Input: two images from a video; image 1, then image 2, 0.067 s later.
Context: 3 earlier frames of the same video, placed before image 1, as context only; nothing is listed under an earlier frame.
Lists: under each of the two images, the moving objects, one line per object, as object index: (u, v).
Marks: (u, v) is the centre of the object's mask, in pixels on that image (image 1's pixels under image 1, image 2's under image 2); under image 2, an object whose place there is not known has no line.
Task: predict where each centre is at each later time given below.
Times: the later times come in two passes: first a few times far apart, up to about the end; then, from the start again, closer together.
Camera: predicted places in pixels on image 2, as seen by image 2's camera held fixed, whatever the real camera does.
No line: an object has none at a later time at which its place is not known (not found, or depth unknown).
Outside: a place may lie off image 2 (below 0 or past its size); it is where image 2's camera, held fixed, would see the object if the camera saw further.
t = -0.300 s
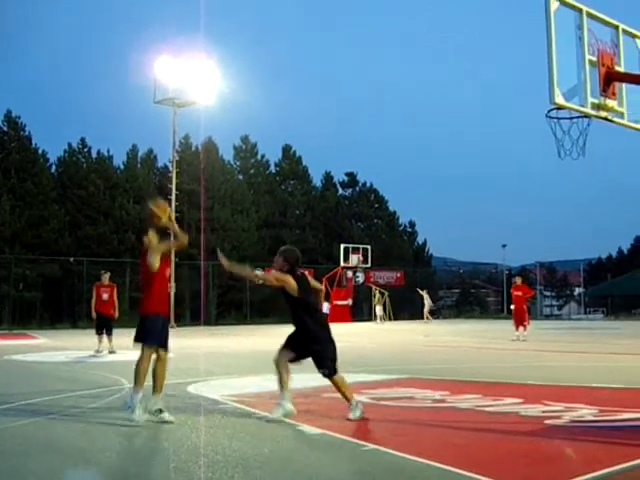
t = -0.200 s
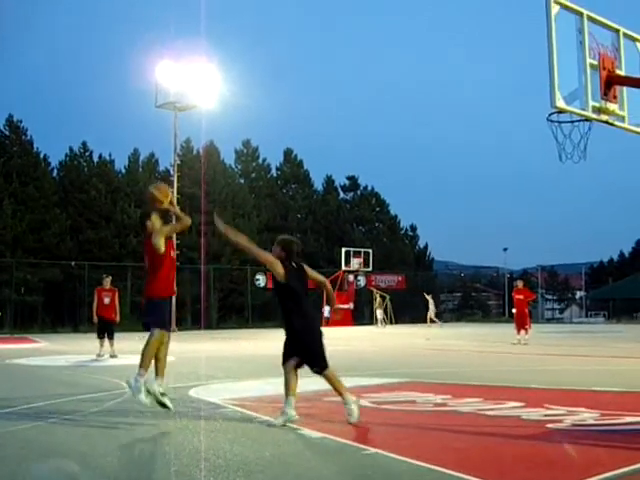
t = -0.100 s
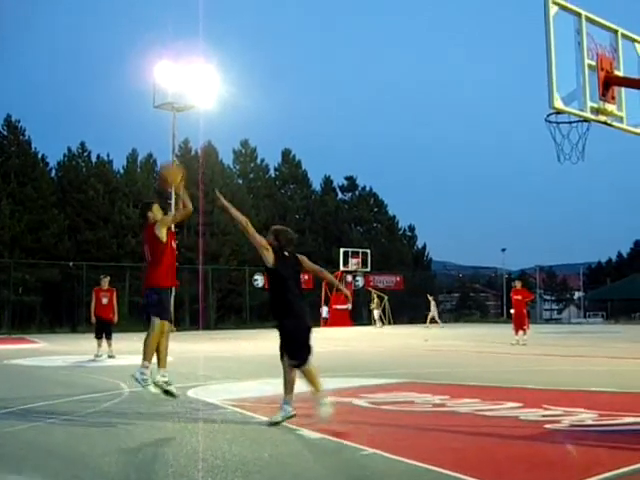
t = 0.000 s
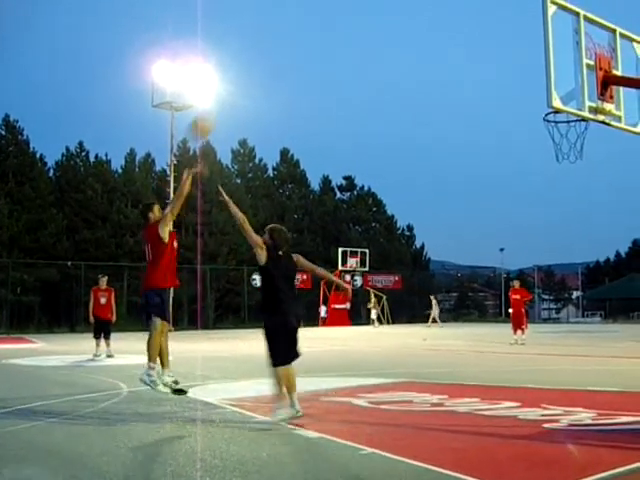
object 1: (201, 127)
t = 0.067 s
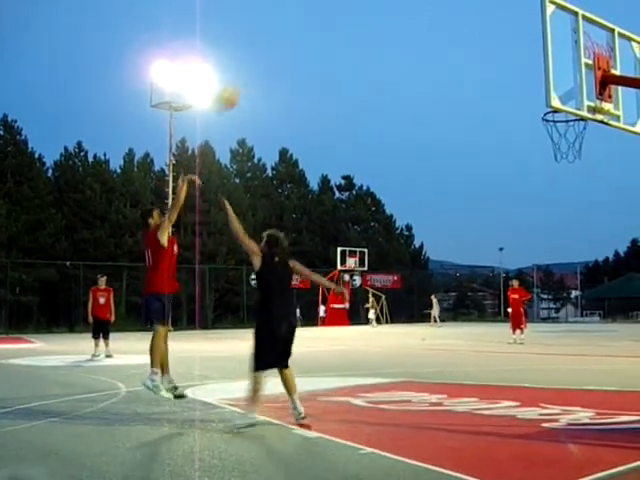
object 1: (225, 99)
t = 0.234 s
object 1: (294, 45)
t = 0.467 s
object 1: (385, 16)
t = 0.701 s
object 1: (474, 36)
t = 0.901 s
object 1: (542, 91)
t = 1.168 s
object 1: (574, 129)
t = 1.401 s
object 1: (591, 136)
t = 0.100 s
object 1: (241, 85)
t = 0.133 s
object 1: (254, 74)
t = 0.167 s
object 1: (268, 62)
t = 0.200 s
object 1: (281, 52)
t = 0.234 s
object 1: (294, 45)
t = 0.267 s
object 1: (307, 37)
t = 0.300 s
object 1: (319, 31)
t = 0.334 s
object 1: (332, 26)
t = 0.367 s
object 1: (346, 22)
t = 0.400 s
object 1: (359, 19)
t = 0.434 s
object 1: (372, 17)
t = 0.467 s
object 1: (385, 16)
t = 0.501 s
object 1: (398, 16)
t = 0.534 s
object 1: (411, 17)
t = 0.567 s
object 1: (424, 19)
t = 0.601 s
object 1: (437, 22)
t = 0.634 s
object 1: (449, 25)
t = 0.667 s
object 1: (461, 30)
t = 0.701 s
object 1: (474, 36)
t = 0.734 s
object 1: (487, 43)
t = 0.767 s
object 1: (500, 52)
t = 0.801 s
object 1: (512, 60)
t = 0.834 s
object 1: (526, 70)
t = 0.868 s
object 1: (535, 81)
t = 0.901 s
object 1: (542, 91)
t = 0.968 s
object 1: (567, 119)
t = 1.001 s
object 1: (566, 119)
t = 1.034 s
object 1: (565, 119)
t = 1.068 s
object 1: (559, 121)
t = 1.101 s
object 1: (559, 123)
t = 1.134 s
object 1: (567, 126)
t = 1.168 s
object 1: (574, 129)
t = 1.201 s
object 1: (580, 130)
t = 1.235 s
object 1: (584, 131)
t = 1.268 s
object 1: (587, 131)
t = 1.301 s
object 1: (590, 130)
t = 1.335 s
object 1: (591, 132)
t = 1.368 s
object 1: (591, 133)
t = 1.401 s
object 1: (591, 136)
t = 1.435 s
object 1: (591, 140)
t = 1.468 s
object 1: (591, 145)
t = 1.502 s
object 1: (591, 151)
